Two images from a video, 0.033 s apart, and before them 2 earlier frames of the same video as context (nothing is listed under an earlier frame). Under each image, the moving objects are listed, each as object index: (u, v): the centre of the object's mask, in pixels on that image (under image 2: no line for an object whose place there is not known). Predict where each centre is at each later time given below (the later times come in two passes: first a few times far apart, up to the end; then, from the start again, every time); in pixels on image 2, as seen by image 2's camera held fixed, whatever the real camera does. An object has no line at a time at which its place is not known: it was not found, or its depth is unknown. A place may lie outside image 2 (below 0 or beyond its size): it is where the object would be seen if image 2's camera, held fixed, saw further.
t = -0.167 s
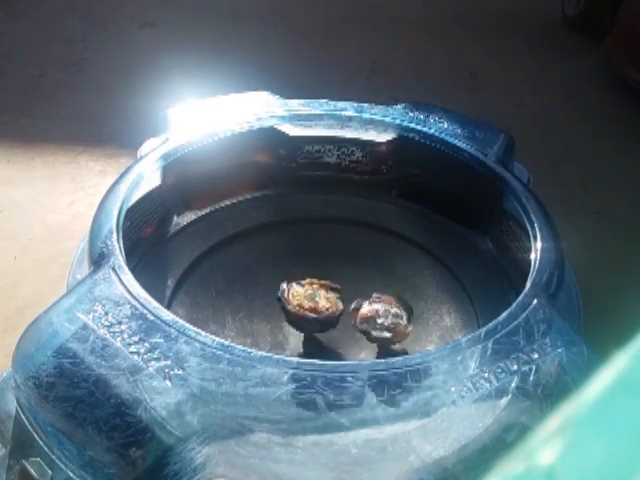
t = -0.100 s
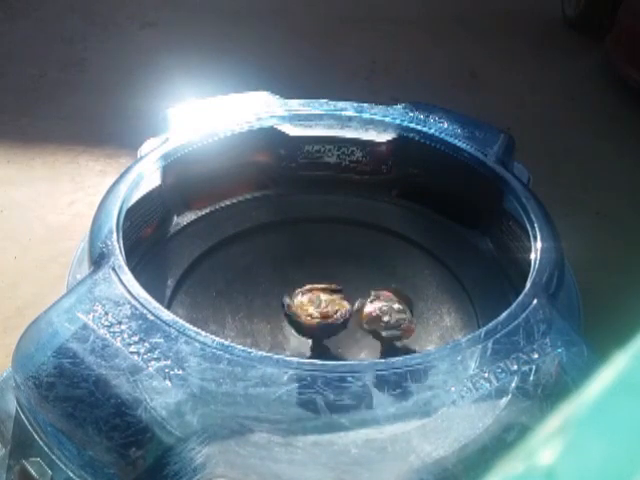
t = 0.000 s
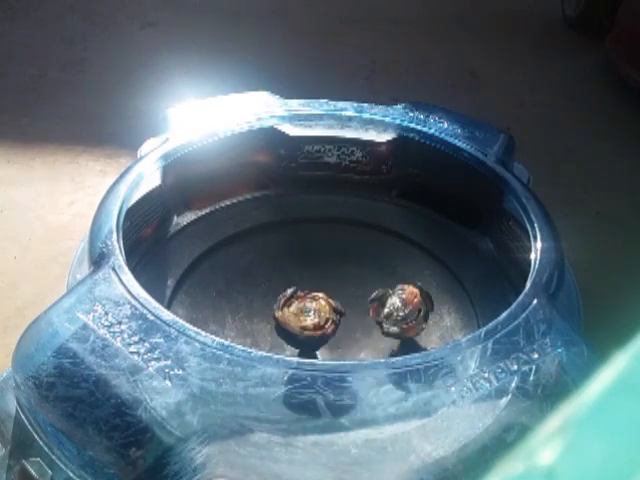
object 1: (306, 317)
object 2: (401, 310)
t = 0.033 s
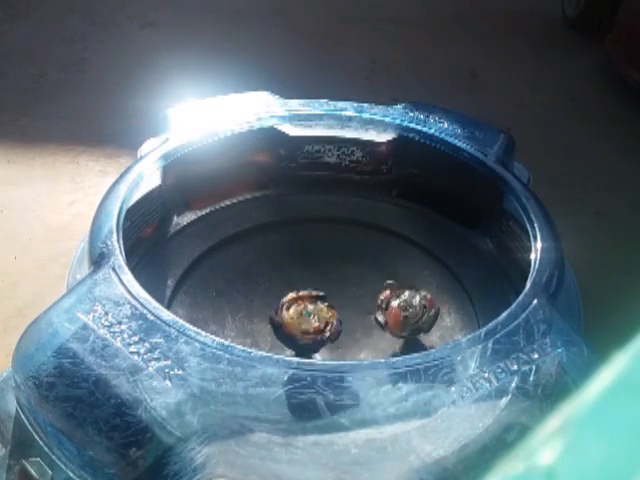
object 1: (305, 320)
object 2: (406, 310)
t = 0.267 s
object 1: (298, 322)
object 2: (404, 309)
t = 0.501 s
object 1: (311, 317)
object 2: (378, 300)
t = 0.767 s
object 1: (295, 316)
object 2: (385, 272)
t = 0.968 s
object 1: (298, 310)
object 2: (375, 276)
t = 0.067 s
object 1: (303, 320)
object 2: (406, 309)
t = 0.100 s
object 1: (300, 320)
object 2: (408, 308)
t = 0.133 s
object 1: (299, 322)
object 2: (408, 308)
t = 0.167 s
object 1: (299, 322)
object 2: (409, 308)
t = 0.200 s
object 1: (297, 322)
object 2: (408, 310)
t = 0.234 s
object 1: (297, 323)
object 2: (405, 310)
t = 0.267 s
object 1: (298, 322)
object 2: (404, 309)
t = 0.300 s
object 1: (298, 322)
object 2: (401, 310)
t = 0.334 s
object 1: (301, 322)
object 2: (396, 311)
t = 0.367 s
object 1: (304, 321)
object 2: (390, 310)
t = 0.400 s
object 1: (308, 319)
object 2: (384, 309)
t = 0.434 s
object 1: (310, 318)
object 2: (377, 308)
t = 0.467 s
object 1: (313, 315)
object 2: (373, 306)
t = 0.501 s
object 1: (311, 317)
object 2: (378, 300)
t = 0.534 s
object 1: (310, 316)
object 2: (383, 293)
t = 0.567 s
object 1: (305, 316)
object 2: (381, 293)
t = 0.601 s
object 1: (302, 317)
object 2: (381, 285)
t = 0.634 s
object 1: (300, 317)
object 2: (382, 280)
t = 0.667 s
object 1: (297, 316)
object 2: (384, 277)
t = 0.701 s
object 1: (296, 315)
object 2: (386, 277)
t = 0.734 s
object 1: (294, 316)
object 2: (383, 274)
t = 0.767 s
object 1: (295, 316)
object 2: (385, 272)
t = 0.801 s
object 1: (294, 314)
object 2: (386, 271)
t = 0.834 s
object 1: (292, 314)
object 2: (385, 271)
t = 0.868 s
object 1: (294, 314)
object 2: (383, 272)
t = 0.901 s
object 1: (296, 312)
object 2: (381, 272)
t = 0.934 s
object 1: (296, 311)
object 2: (379, 272)
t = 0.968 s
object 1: (298, 310)
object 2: (375, 276)
